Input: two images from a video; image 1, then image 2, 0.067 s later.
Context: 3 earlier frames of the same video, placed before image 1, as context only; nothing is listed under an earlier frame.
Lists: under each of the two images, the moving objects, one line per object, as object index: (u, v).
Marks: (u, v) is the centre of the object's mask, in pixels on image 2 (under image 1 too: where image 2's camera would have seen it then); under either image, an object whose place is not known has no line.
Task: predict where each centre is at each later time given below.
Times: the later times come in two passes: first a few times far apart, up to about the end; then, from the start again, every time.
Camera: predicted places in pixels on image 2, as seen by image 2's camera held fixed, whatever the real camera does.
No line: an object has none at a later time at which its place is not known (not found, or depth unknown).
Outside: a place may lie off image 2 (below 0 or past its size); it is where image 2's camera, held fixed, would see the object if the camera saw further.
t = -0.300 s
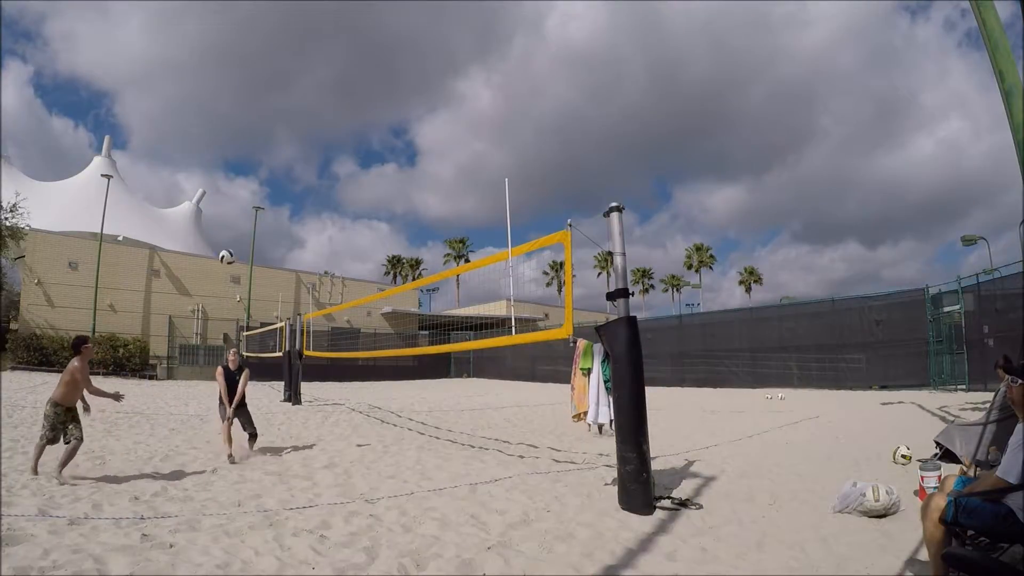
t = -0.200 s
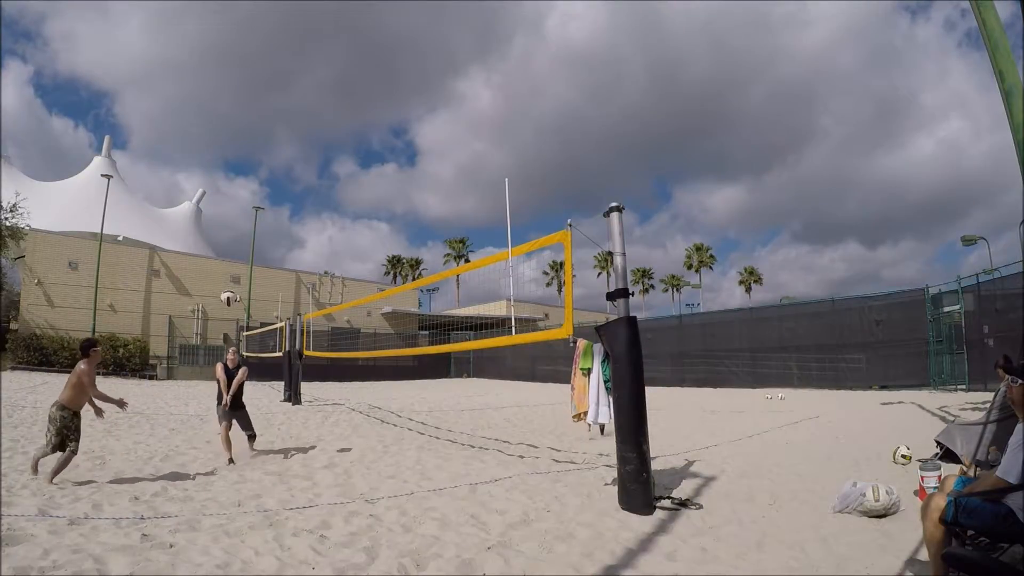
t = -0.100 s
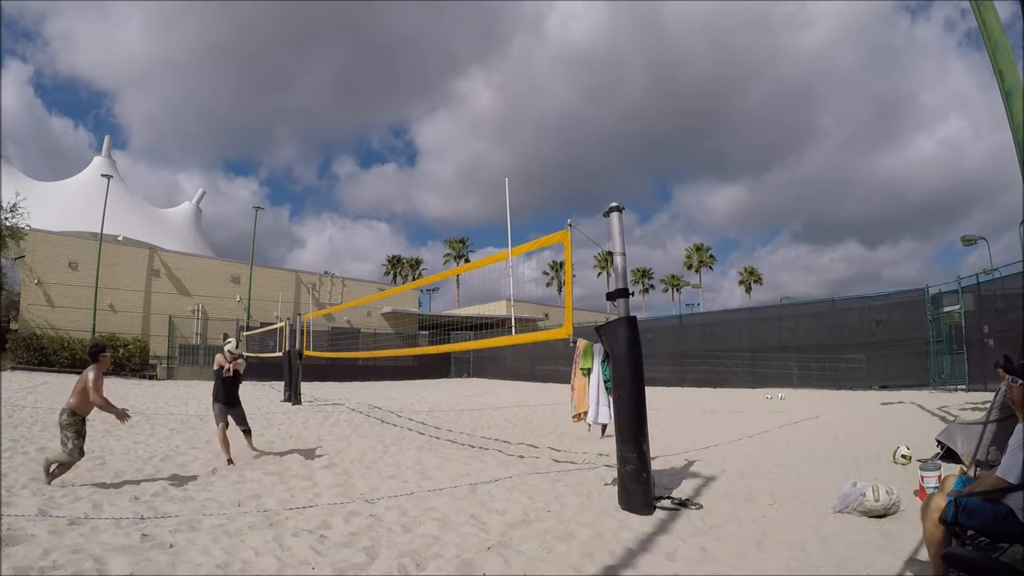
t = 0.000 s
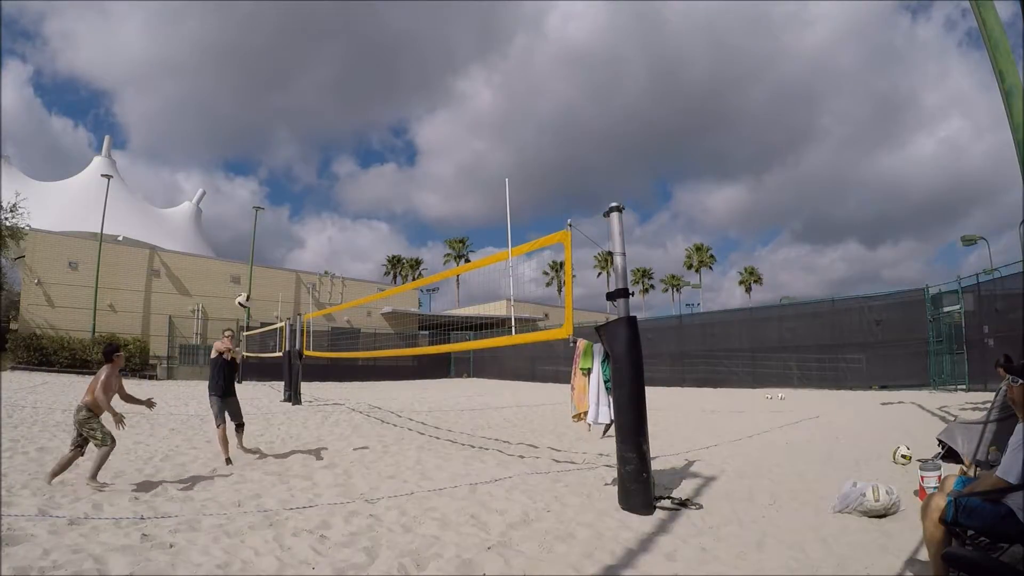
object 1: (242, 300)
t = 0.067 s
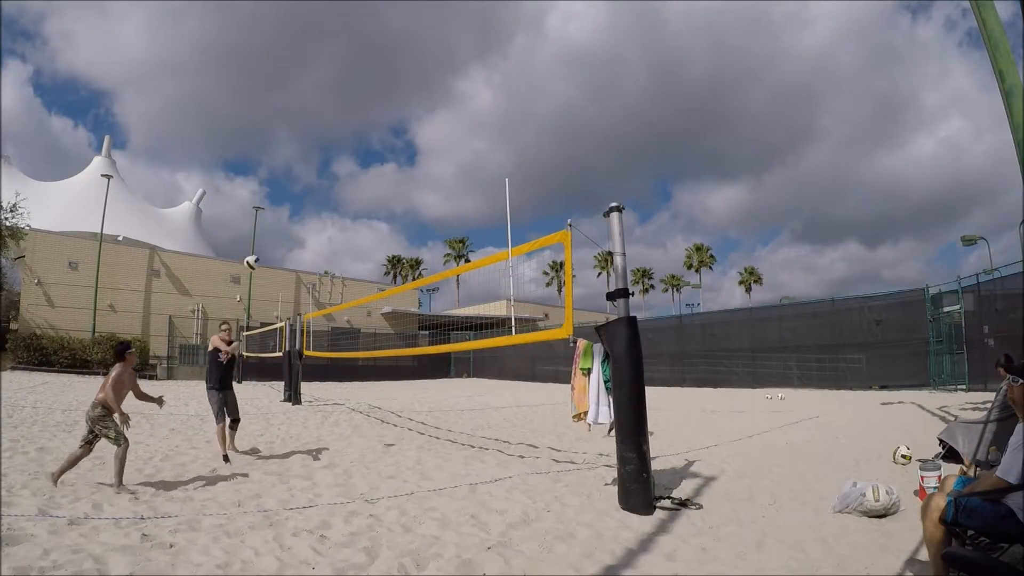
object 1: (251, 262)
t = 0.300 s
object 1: (283, 160)
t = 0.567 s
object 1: (314, 98)
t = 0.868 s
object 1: (341, 86)
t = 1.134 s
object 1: (358, 124)
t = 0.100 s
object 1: (257, 245)
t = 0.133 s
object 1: (261, 228)
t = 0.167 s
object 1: (266, 213)
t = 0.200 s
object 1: (269, 199)
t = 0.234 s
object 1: (274, 185)
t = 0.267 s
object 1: (278, 172)
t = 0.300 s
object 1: (283, 160)
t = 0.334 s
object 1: (287, 149)
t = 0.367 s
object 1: (291, 140)
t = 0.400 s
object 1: (296, 131)
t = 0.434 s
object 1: (299, 123)
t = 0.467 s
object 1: (303, 115)
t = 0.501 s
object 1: (307, 109)
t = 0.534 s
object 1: (310, 103)
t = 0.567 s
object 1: (314, 98)
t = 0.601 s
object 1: (316, 94)
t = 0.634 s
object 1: (320, 90)
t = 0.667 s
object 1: (323, 88)
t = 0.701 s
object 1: (326, 86)
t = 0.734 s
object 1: (330, 84)
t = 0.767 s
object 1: (332, 84)
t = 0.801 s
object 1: (335, 83)
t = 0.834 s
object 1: (338, 85)
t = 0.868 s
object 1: (341, 86)
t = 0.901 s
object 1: (343, 88)
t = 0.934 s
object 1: (345, 91)
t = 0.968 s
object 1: (348, 95)
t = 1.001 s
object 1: (350, 99)
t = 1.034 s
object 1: (352, 104)
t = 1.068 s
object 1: (354, 110)
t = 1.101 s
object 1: (356, 116)
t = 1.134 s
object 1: (358, 124)
